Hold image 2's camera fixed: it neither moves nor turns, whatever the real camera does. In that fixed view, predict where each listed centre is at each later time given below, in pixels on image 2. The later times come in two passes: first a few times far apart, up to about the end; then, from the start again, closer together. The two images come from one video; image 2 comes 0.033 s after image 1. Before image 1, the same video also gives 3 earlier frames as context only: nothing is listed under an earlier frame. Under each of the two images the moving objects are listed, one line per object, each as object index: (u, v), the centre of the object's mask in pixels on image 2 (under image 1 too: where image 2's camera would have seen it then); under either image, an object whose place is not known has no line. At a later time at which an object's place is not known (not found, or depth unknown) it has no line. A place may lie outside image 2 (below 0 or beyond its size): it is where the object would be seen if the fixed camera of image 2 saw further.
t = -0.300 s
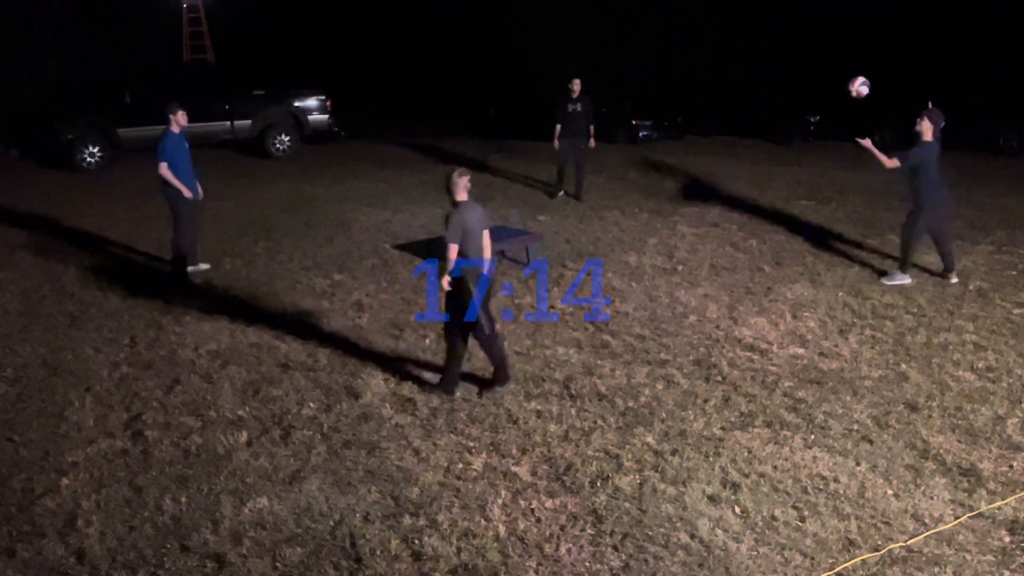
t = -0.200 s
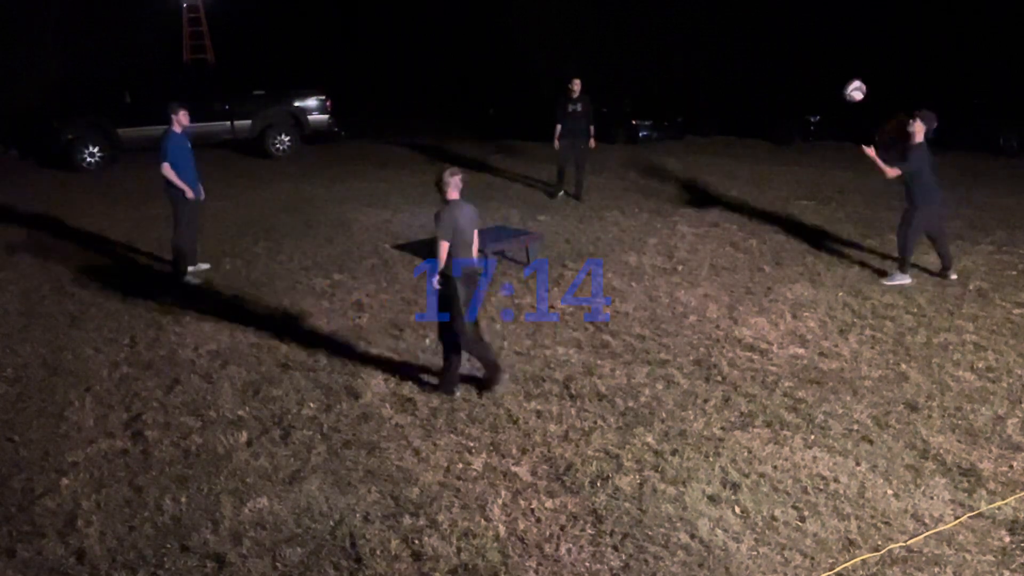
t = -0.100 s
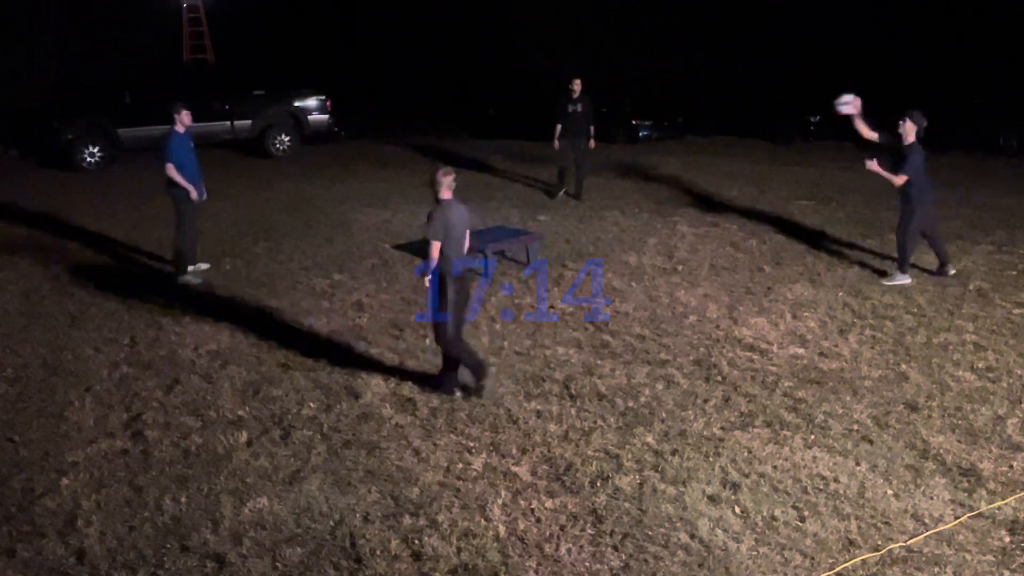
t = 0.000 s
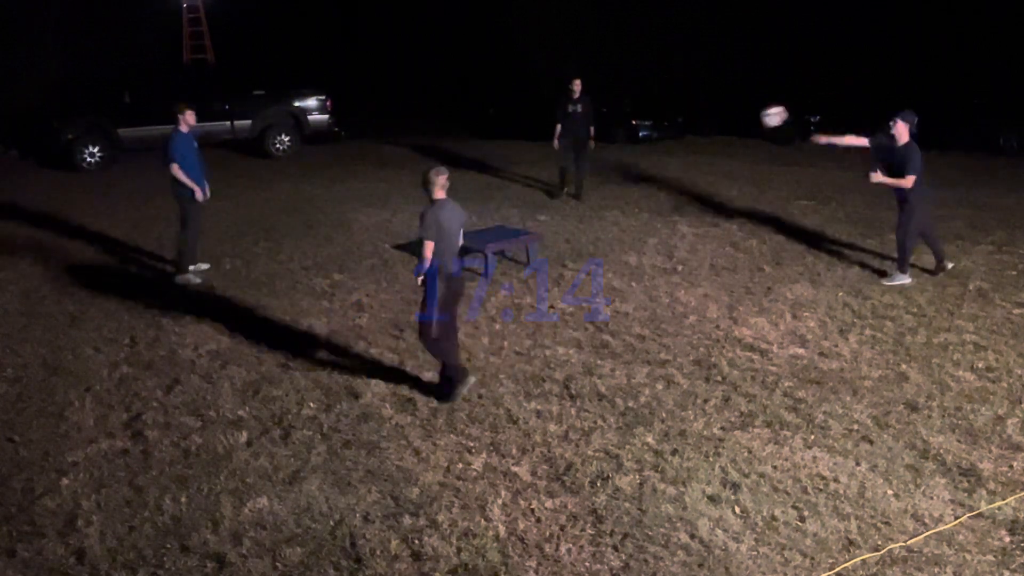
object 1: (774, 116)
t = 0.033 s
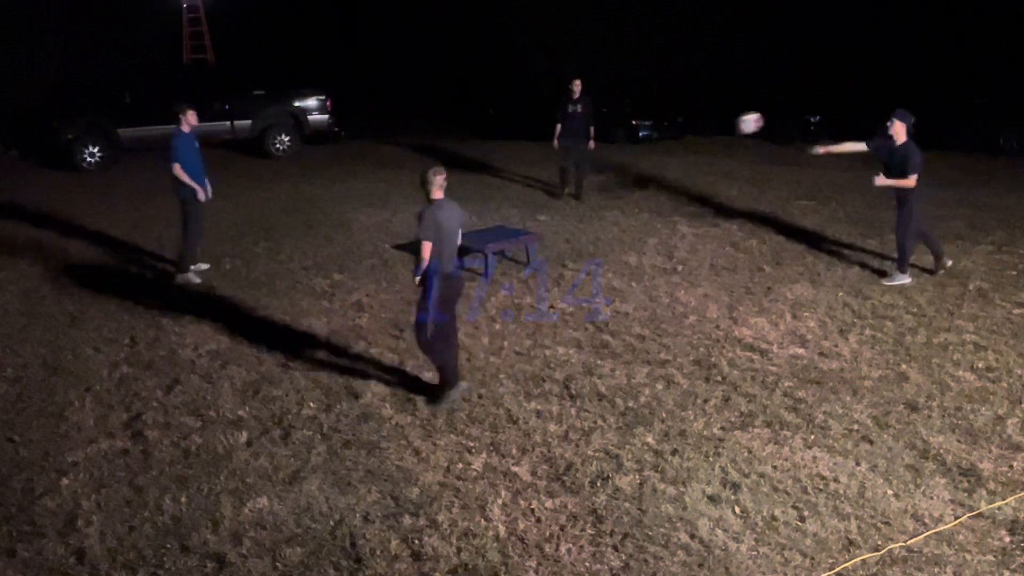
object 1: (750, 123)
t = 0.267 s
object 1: (598, 192)
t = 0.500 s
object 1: (545, 220)
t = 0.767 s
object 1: (566, 238)
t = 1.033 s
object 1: (595, 351)
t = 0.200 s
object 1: (639, 169)
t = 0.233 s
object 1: (618, 180)
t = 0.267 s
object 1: (598, 192)
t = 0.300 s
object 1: (578, 205)
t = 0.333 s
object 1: (560, 218)
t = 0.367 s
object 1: (542, 232)
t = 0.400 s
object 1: (538, 232)
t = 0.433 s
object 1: (541, 228)
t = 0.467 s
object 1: (544, 223)
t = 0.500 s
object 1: (545, 220)
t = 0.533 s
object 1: (547, 218)
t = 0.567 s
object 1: (549, 218)
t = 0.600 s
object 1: (551, 218)
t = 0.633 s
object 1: (554, 219)
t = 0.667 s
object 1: (557, 223)
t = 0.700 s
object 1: (561, 227)
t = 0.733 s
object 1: (563, 232)
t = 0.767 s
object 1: (566, 238)
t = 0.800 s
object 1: (569, 247)
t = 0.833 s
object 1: (573, 256)
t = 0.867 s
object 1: (577, 267)
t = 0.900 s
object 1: (580, 282)
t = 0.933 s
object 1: (583, 295)
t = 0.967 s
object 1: (588, 312)
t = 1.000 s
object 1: (592, 330)
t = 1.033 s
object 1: (595, 351)
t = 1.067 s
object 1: (601, 375)
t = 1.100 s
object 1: (603, 387)
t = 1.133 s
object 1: (604, 384)
